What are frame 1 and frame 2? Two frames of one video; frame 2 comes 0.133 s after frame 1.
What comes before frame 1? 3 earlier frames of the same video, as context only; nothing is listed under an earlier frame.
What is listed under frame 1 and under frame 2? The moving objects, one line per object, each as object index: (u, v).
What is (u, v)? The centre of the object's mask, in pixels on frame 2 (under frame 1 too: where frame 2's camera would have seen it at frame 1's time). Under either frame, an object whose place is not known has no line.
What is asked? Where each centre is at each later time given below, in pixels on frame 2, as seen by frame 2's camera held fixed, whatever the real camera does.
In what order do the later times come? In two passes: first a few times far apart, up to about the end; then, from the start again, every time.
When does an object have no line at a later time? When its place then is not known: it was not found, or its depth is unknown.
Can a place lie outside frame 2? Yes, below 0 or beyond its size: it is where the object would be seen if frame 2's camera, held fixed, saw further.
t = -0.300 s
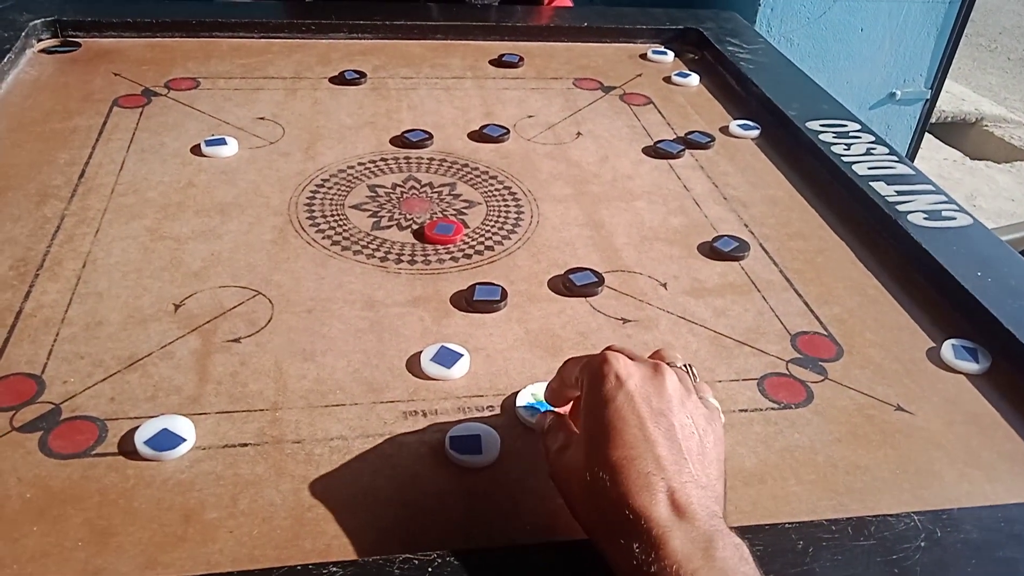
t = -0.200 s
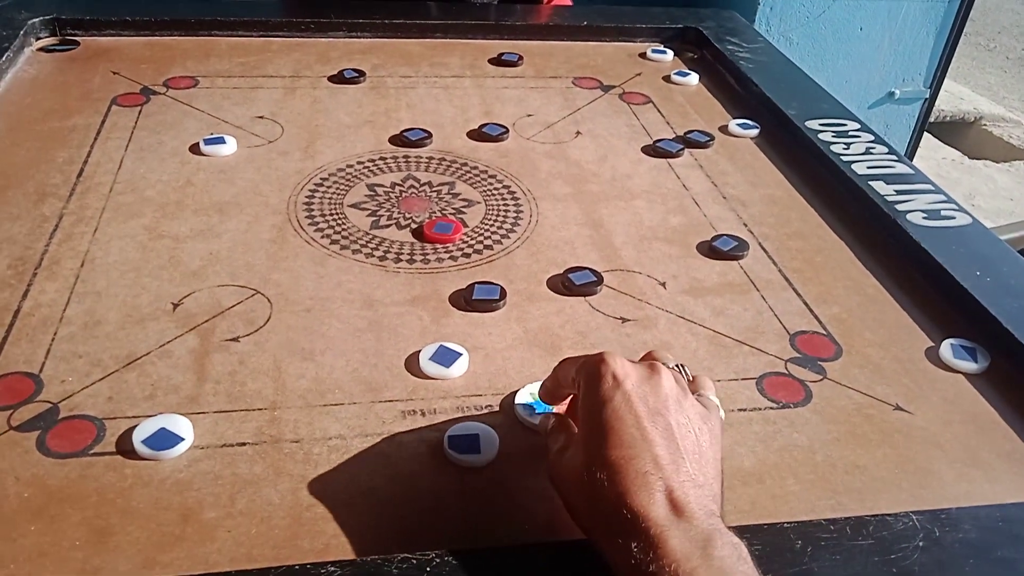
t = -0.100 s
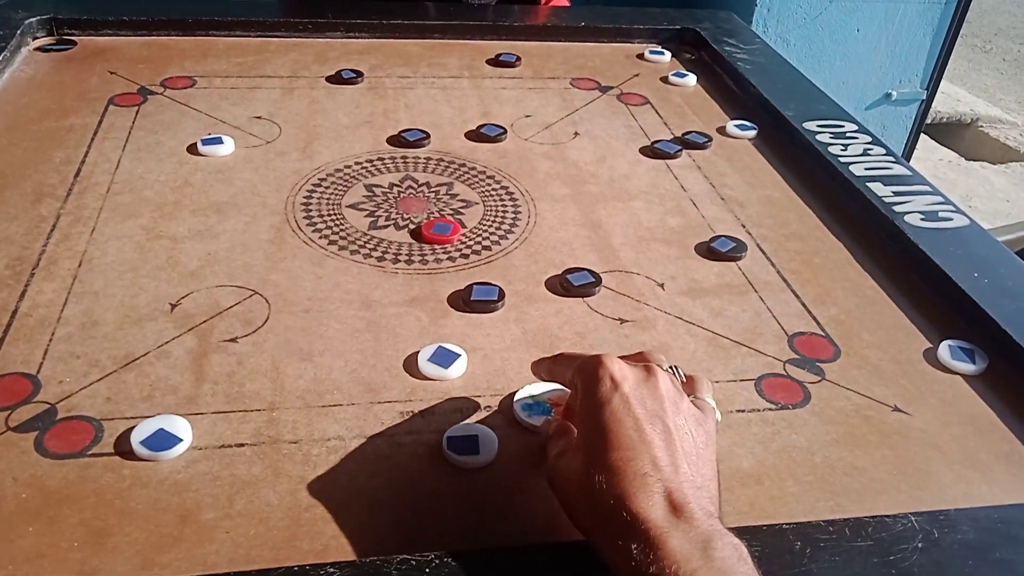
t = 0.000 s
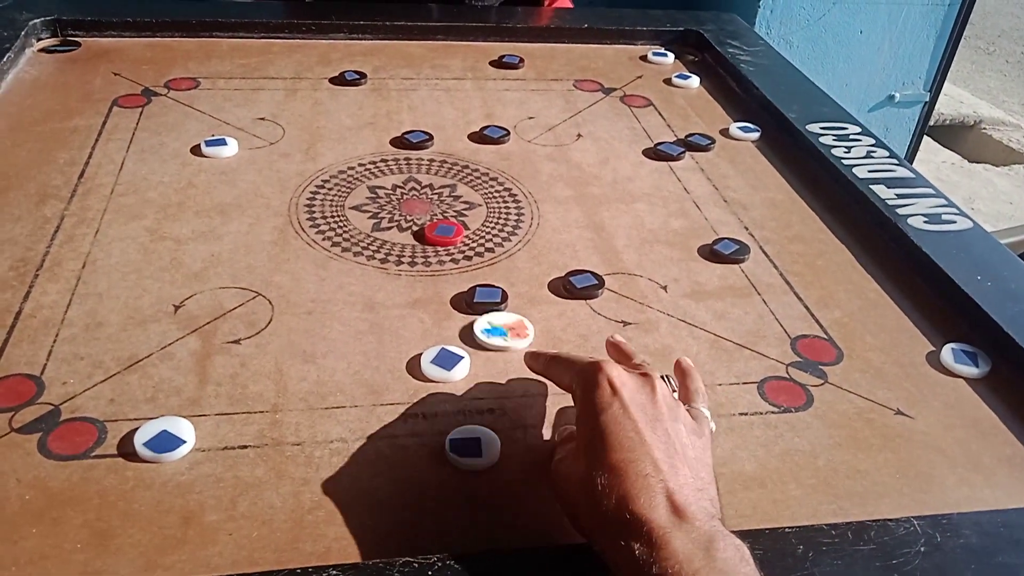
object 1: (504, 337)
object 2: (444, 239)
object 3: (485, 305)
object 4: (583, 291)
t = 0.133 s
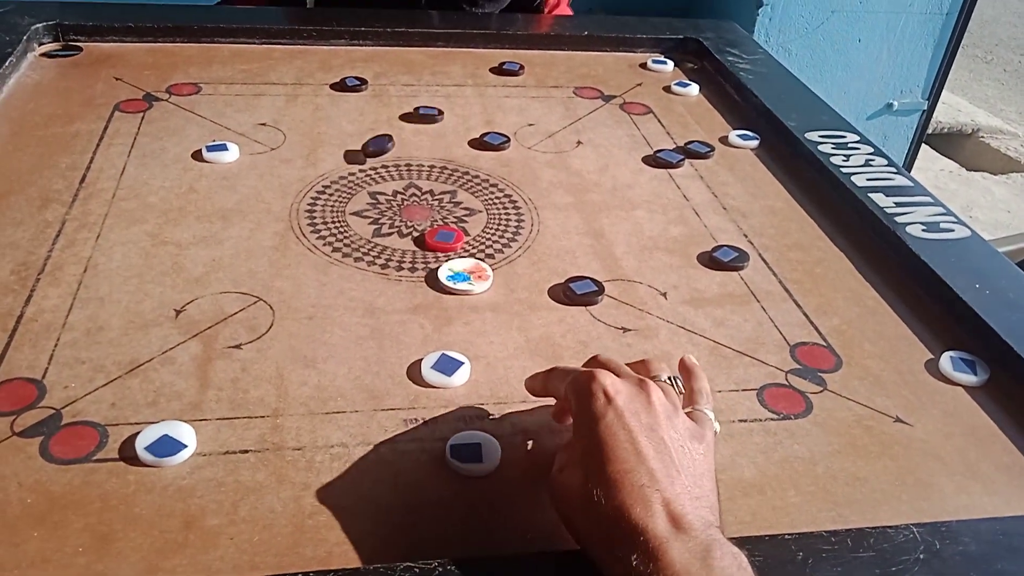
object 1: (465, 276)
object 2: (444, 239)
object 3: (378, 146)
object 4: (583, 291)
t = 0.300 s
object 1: (449, 252)
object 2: (420, 194)
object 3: (259, 129)
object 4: (583, 291)
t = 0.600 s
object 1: (438, 240)
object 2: (382, 119)
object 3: (127, 108)
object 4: (583, 291)
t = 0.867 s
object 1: (437, 238)
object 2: (376, 92)
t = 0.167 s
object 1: (457, 264)
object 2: (443, 238)
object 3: (348, 142)
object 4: (583, 291)
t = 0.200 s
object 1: (455, 260)
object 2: (439, 228)
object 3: (320, 142)
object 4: (583, 291)
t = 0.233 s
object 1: (452, 258)
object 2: (431, 216)
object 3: (300, 134)
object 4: (583, 291)
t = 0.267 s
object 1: (450, 255)
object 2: (425, 205)
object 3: (276, 135)
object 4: (583, 291)
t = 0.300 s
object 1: (449, 252)
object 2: (420, 194)
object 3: (259, 129)
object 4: (583, 291)
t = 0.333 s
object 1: (447, 251)
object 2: (415, 184)
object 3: (240, 127)
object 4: (583, 290)
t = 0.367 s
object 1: (445, 248)
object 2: (409, 174)
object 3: (224, 124)
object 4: (583, 291)
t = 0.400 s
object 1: (443, 247)
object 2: (404, 165)
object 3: (208, 122)
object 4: (583, 291)
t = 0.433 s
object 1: (442, 245)
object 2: (400, 156)
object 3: (194, 120)
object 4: (583, 291)
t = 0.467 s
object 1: (440, 244)
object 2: (395, 148)
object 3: (180, 117)
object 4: (583, 291)
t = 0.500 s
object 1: (440, 242)
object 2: (392, 140)
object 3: (166, 115)
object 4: (583, 291)
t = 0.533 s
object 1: (439, 242)
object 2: (388, 133)
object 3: (153, 113)
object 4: (583, 291)
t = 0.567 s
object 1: (439, 240)
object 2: (385, 126)
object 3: (136, 111)
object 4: (583, 291)
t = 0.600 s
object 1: (438, 240)
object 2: (382, 119)
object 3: (127, 108)
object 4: (583, 291)
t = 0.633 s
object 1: (438, 239)
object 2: (379, 113)
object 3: (115, 106)
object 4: (583, 291)
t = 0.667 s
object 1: (437, 238)
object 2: (376, 107)
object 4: (583, 291)
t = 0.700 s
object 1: (437, 238)
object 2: (373, 101)
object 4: (585, 292)
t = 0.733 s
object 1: (437, 238)
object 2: (370, 96)
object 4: (596, 298)
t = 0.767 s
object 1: (437, 238)
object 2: (371, 94)
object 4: (606, 303)
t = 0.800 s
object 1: (437, 238)
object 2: (373, 93)
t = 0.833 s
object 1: (437, 238)
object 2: (374, 93)
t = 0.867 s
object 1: (437, 238)
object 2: (376, 92)
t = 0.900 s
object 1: (438, 238)
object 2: (377, 92)
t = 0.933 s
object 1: (437, 238)
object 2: (378, 92)
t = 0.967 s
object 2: (378, 92)
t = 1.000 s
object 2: (378, 92)
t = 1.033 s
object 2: (378, 92)
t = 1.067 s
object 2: (378, 92)
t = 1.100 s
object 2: (378, 92)
